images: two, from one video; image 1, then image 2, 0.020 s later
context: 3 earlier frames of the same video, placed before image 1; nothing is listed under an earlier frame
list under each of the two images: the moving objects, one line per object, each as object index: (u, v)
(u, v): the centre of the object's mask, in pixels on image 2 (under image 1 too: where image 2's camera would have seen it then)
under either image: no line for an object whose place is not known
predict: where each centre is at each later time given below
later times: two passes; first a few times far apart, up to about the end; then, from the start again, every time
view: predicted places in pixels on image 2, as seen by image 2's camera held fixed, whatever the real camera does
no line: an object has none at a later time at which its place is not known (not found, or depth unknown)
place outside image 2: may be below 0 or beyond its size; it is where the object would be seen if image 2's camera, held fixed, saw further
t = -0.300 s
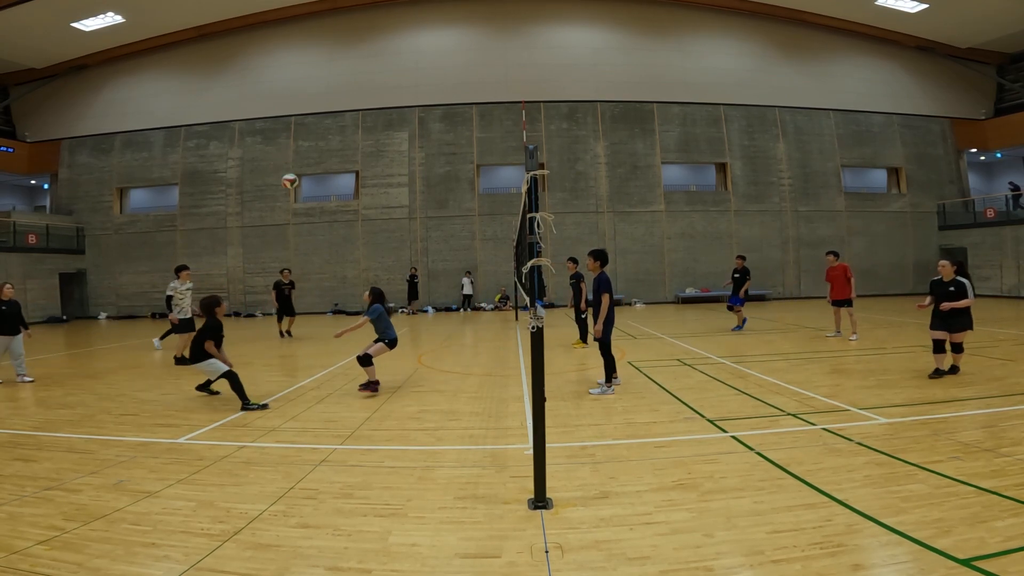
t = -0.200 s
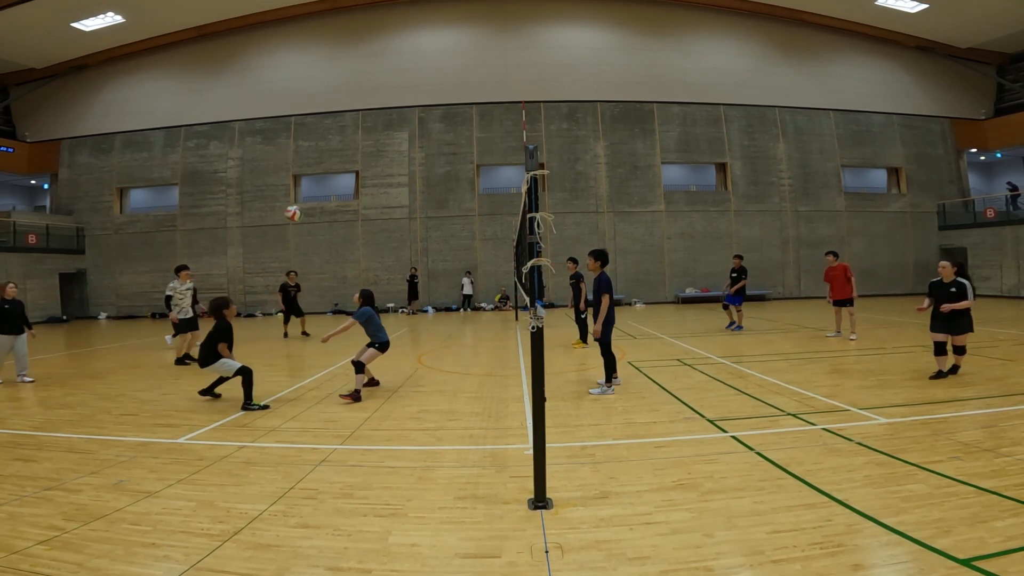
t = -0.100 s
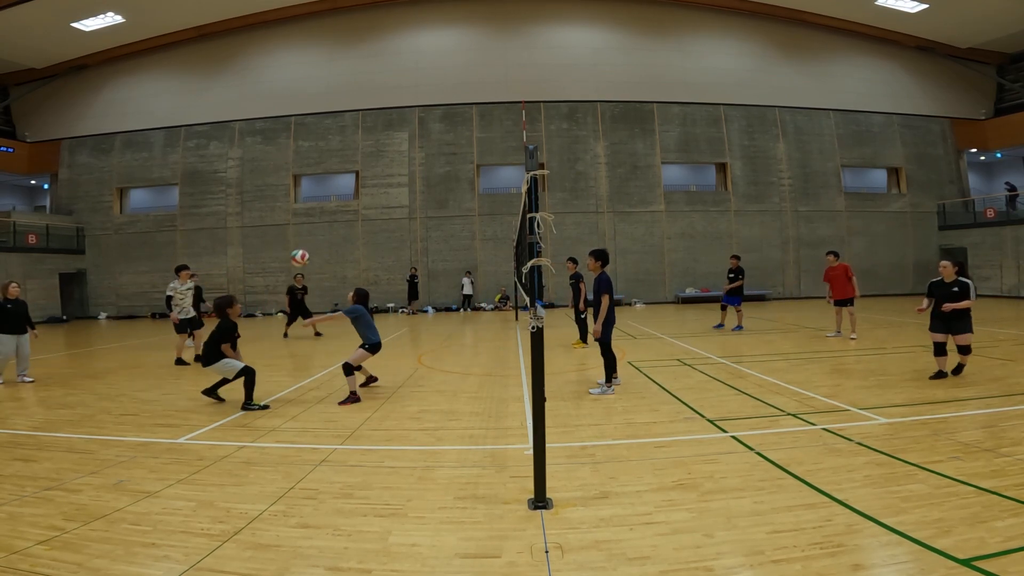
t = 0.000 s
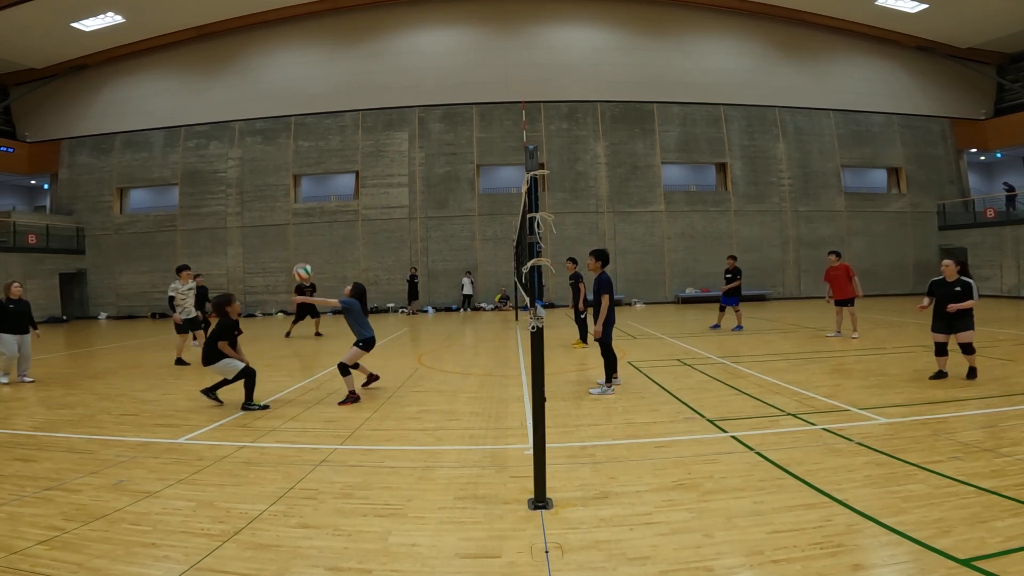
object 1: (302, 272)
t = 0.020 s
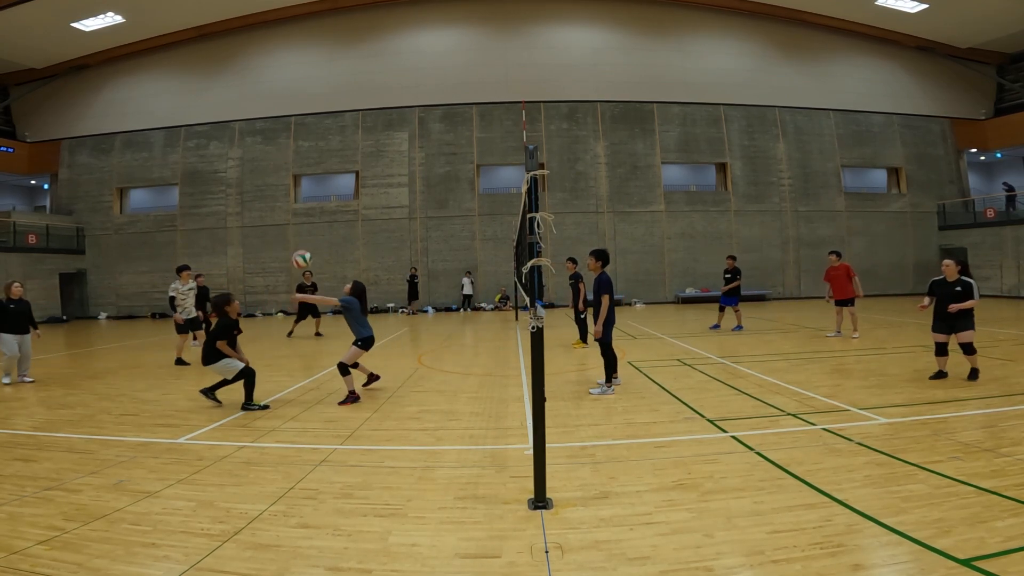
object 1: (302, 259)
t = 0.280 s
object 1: (298, 123)
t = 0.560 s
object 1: (300, 40)
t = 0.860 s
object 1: (300, 10)
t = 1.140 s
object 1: (289, 40)
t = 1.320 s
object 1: (277, 106)
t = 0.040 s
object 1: (301, 246)
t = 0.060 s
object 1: (301, 234)
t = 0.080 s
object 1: (300, 223)
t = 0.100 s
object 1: (300, 211)
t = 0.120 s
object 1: (299, 199)
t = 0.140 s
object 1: (299, 189)
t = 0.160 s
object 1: (299, 178)
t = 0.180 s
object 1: (299, 168)
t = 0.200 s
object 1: (299, 158)
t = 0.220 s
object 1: (299, 149)
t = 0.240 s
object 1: (299, 140)
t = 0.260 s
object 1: (298, 131)
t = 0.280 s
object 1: (298, 123)
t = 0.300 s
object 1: (298, 115)
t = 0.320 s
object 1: (299, 107)
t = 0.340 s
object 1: (299, 100)
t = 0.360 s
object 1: (299, 93)
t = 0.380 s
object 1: (299, 87)
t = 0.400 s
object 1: (299, 80)
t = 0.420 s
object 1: (299, 75)
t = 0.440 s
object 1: (299, 69)
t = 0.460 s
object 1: (300, 64)
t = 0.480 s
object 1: (300, 58)
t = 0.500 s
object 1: (300, 54)
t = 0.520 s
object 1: (300, 49)
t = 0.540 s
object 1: (300, 44)
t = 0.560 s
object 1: (300, 40)
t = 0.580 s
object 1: (301, 37)
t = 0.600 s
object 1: (301, 33)
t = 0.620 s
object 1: (301, 30)
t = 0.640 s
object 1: (301, 27)
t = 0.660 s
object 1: (301, 24)
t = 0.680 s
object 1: (302, 21)
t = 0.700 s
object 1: (301, 19)
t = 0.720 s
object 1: (301, 17)
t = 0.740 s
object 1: (301, 16)
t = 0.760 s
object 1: (301, 14)
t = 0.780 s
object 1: (301, 13)
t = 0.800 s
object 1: (301, 12)
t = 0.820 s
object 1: (301, 11)
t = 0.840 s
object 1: (300, 10)
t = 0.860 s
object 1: (300, 10)
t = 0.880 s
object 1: (299, 10)
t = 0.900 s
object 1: (299, 10)
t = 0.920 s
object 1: (298, 11)
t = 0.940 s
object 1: (298, 12)
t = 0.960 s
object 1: (297, 13)
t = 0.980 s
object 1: (296, 15)
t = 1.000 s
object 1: (296, 17)
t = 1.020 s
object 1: (295, 19)
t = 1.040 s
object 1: (294, 22)
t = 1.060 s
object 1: (293, 25)
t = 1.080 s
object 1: (292, 28)
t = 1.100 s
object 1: (291, 32)
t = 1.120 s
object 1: (290, 36)
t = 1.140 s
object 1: (289, 40)
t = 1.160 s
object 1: (288, 45)
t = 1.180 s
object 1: (287, 51)
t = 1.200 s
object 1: (286, 57)
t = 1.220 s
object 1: (284, 64)
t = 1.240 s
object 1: (283, 71)
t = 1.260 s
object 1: (281, 78)
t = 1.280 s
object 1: (280, 87)
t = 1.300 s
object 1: (278, 96)
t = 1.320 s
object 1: (277, 106)
